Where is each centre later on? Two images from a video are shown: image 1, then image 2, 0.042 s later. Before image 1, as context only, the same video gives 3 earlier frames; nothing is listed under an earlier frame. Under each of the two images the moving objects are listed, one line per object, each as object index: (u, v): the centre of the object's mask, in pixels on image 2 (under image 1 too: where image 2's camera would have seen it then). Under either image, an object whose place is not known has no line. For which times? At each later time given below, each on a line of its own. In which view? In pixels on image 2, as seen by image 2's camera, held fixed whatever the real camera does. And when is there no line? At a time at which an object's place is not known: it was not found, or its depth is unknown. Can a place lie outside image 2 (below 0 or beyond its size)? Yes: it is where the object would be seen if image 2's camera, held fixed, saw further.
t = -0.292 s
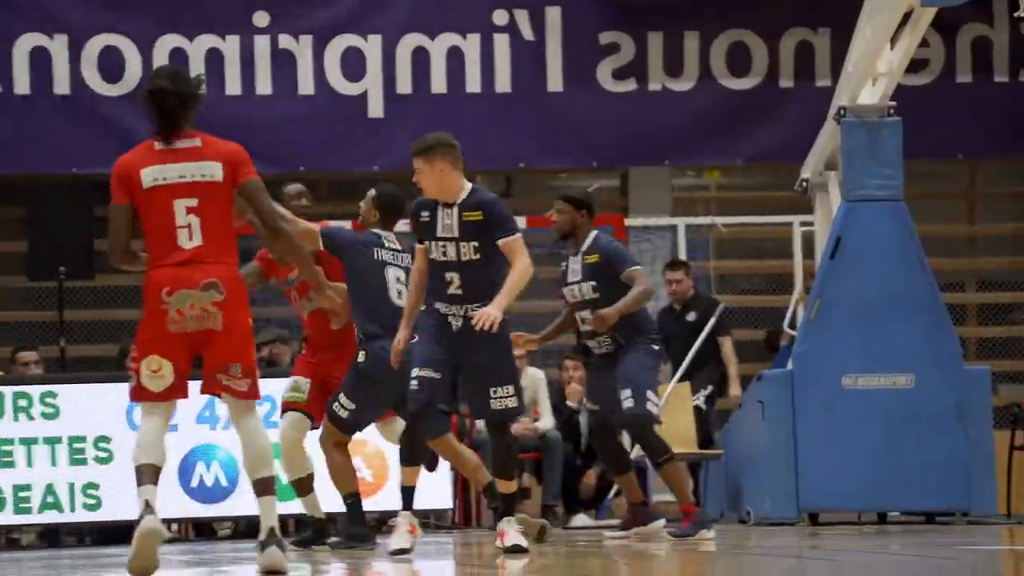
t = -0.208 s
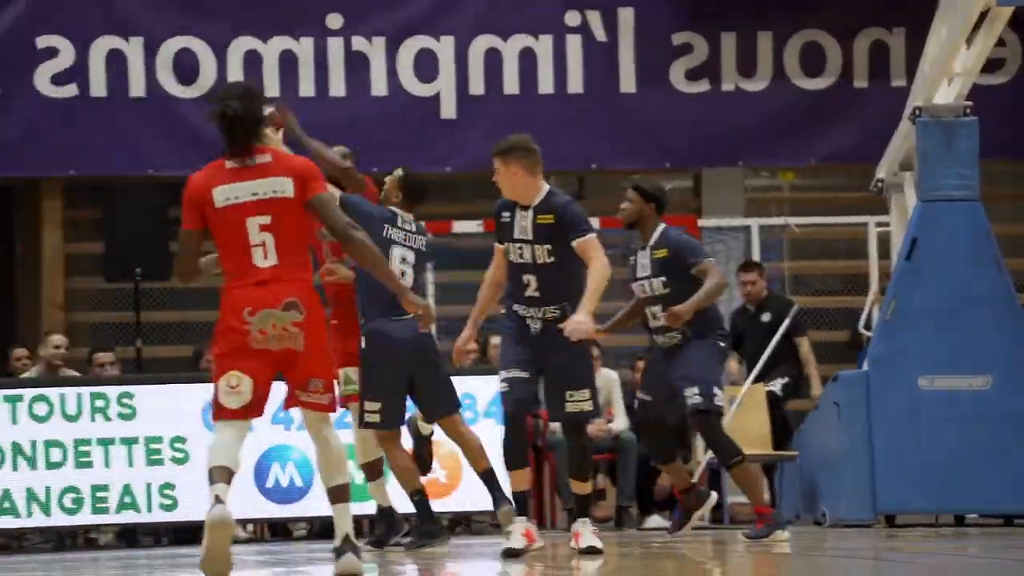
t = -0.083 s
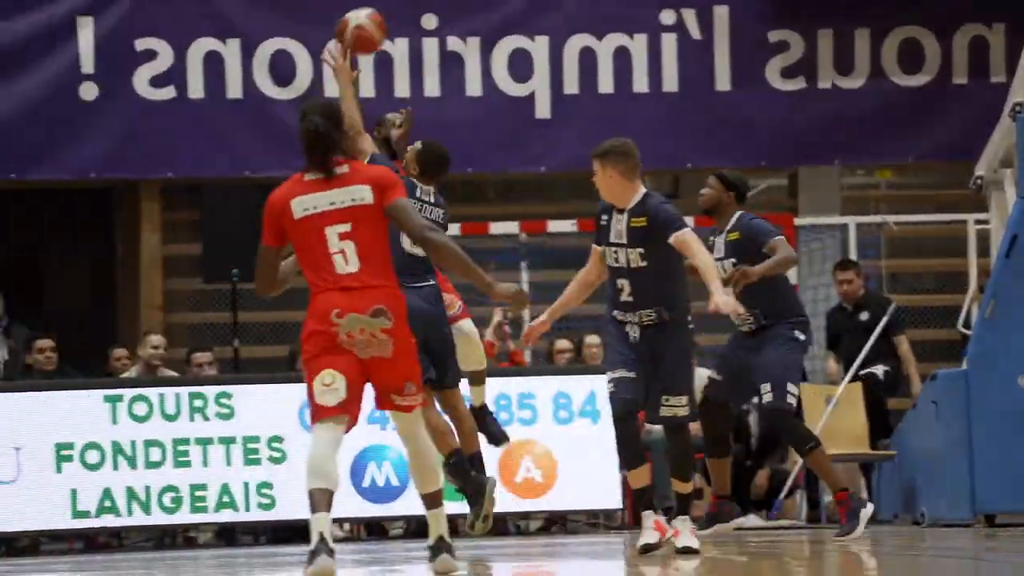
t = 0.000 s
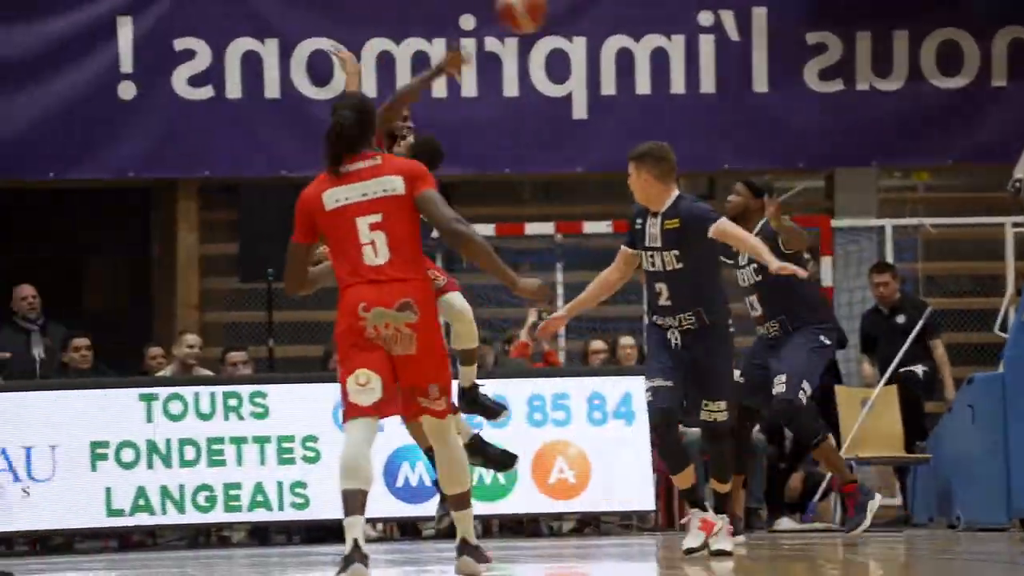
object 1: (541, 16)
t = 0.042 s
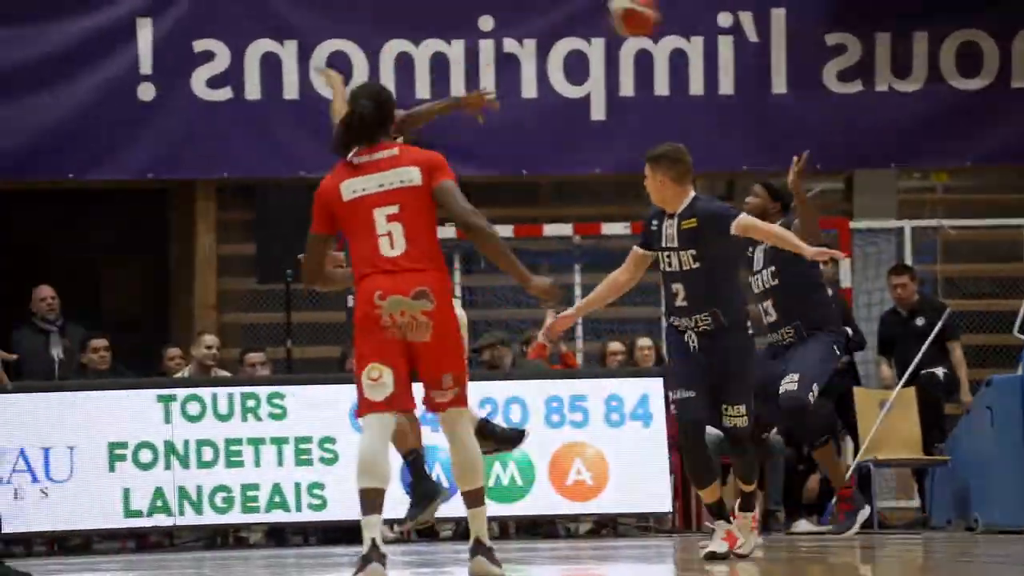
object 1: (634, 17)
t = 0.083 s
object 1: (709, 20)
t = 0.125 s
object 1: (788, 27)
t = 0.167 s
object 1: (867, 38)
